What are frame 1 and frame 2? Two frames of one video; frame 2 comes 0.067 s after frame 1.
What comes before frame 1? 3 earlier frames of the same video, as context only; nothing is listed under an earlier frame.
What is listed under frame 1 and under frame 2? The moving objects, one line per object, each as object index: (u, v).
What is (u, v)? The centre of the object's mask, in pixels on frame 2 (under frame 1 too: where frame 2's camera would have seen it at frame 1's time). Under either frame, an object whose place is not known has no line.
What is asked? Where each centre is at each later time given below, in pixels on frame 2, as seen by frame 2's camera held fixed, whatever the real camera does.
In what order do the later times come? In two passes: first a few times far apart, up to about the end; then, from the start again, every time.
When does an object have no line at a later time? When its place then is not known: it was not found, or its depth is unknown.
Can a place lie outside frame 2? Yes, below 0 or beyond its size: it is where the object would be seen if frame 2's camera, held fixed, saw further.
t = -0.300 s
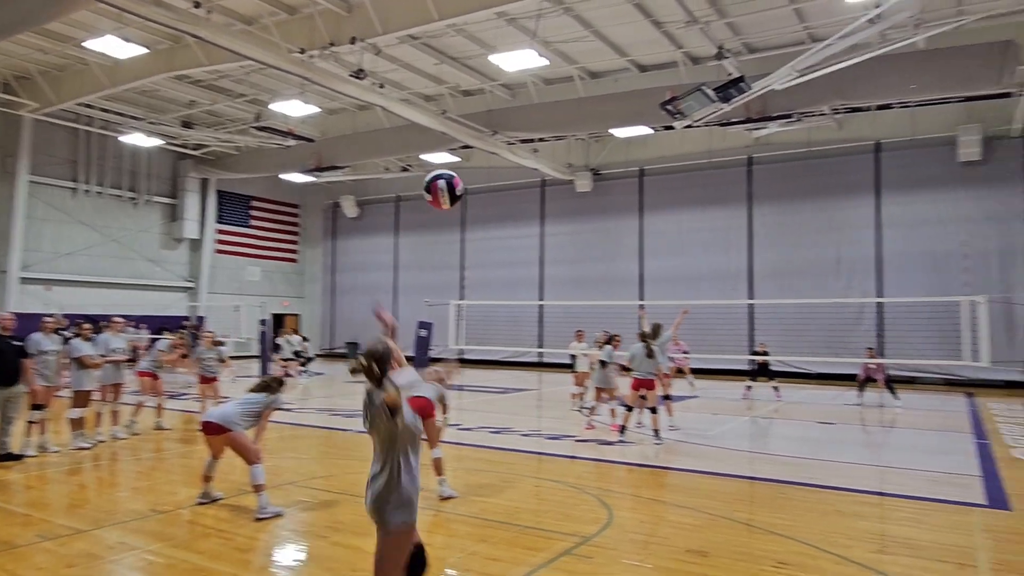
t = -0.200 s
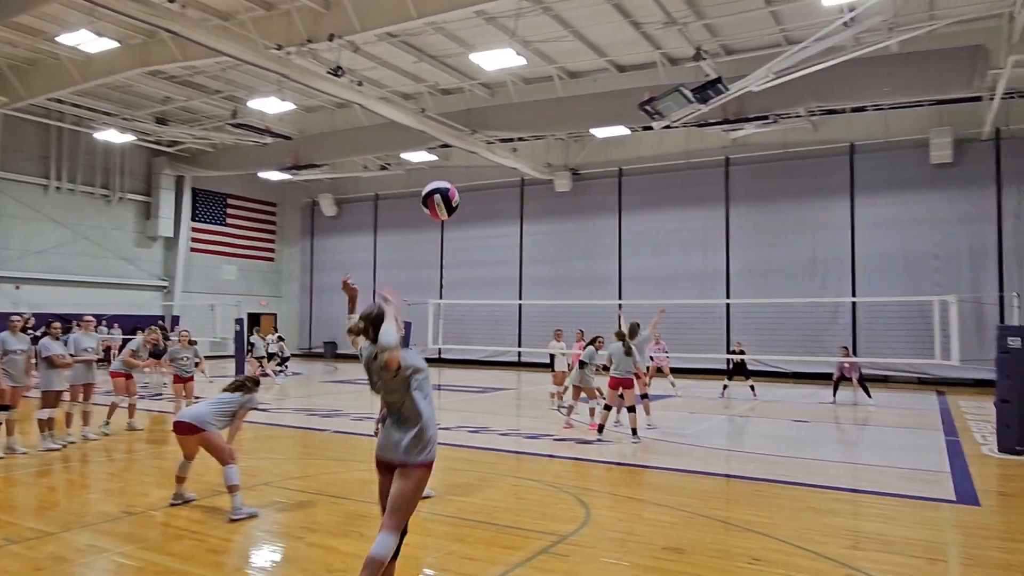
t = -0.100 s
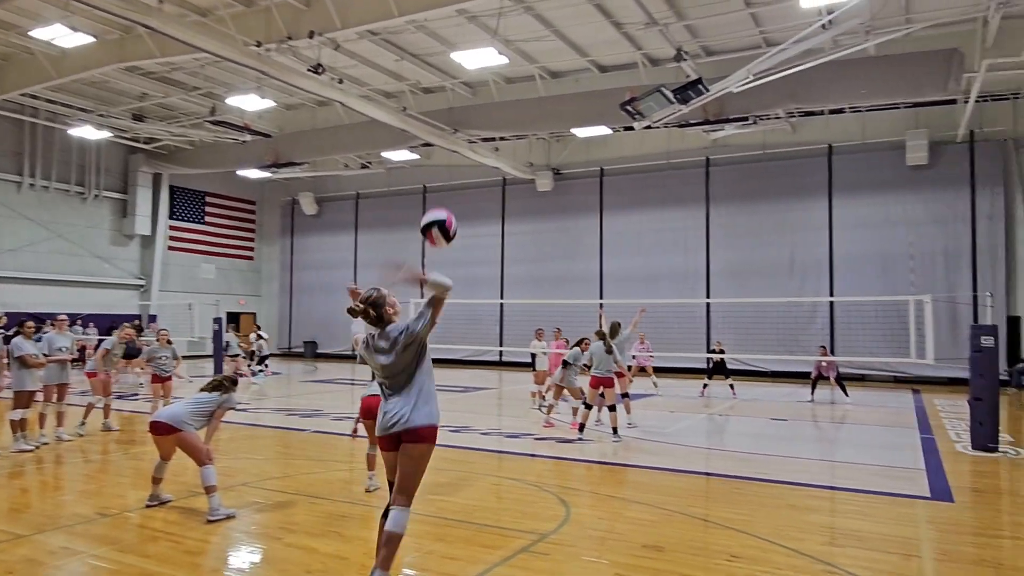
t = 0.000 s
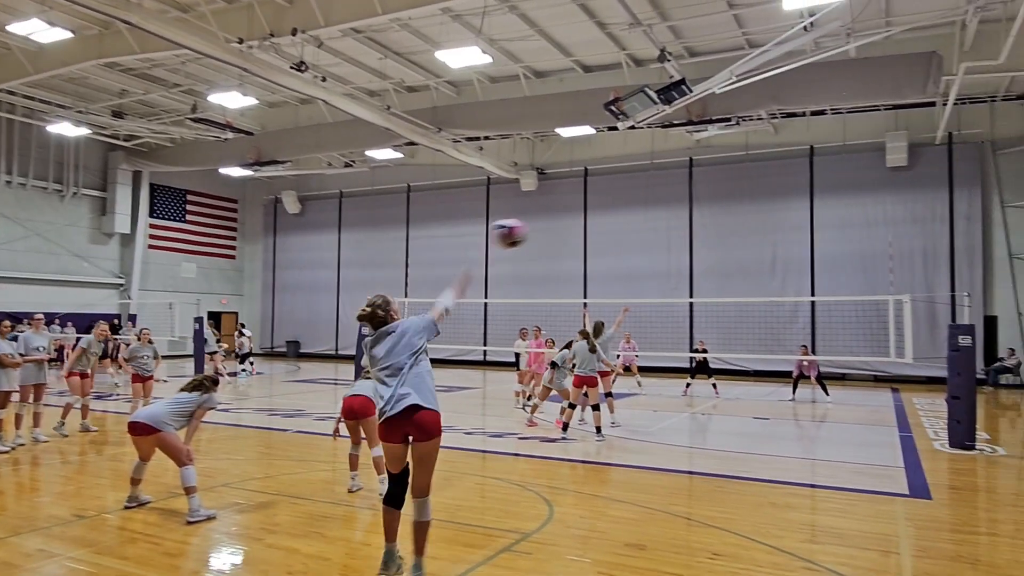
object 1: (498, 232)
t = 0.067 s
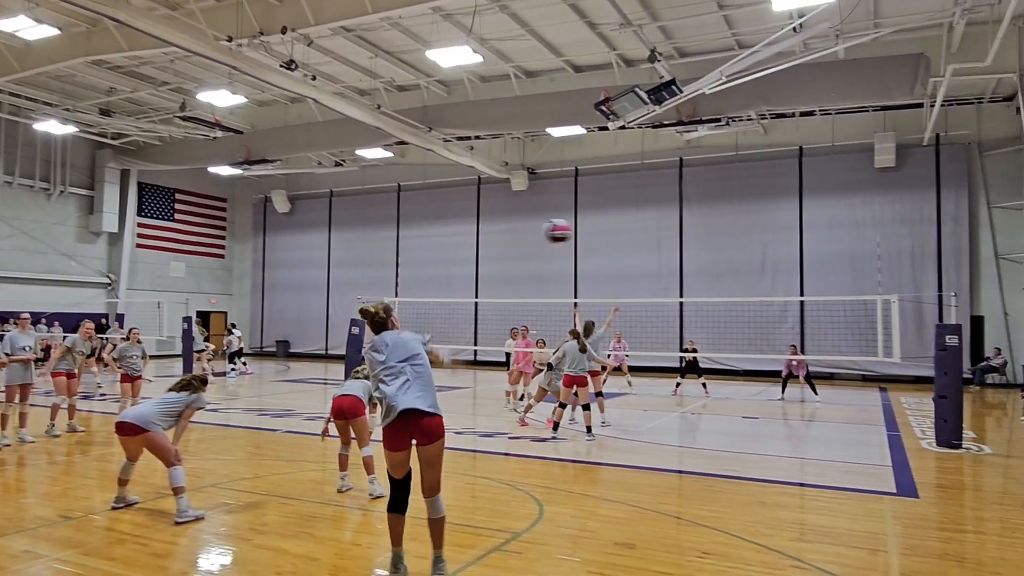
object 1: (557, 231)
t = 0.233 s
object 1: (648, 244)
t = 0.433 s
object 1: (708, 275)
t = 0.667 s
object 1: (748, 305)
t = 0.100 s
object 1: (581, 233)
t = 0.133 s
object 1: (601, 234)
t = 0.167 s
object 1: (618, 237)
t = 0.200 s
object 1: (634, 240)
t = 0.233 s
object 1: (648, 244)
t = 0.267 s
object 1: (659, 249)
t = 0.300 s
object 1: (671, 254)
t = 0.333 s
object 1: (681, 259)
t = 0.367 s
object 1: (691, 264)
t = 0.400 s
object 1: (700, 270)
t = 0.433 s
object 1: (708, 275)
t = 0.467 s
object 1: (716, 281)
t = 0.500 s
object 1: (723, 288)
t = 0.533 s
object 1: (731, 294)
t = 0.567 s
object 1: (736, 296)
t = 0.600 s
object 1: (740, 299)
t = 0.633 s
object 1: (744, 301)
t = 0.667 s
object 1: (748, 305)
